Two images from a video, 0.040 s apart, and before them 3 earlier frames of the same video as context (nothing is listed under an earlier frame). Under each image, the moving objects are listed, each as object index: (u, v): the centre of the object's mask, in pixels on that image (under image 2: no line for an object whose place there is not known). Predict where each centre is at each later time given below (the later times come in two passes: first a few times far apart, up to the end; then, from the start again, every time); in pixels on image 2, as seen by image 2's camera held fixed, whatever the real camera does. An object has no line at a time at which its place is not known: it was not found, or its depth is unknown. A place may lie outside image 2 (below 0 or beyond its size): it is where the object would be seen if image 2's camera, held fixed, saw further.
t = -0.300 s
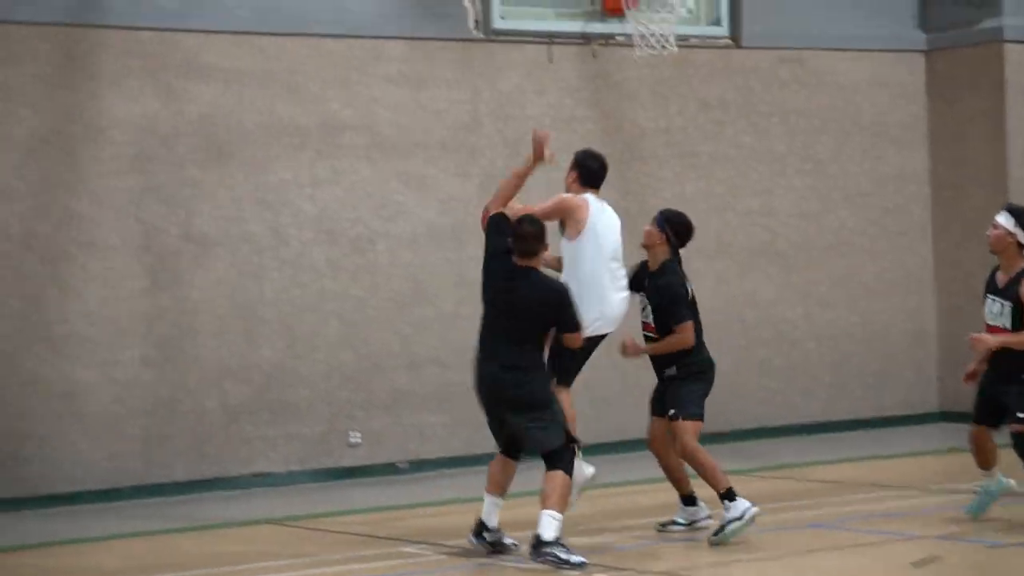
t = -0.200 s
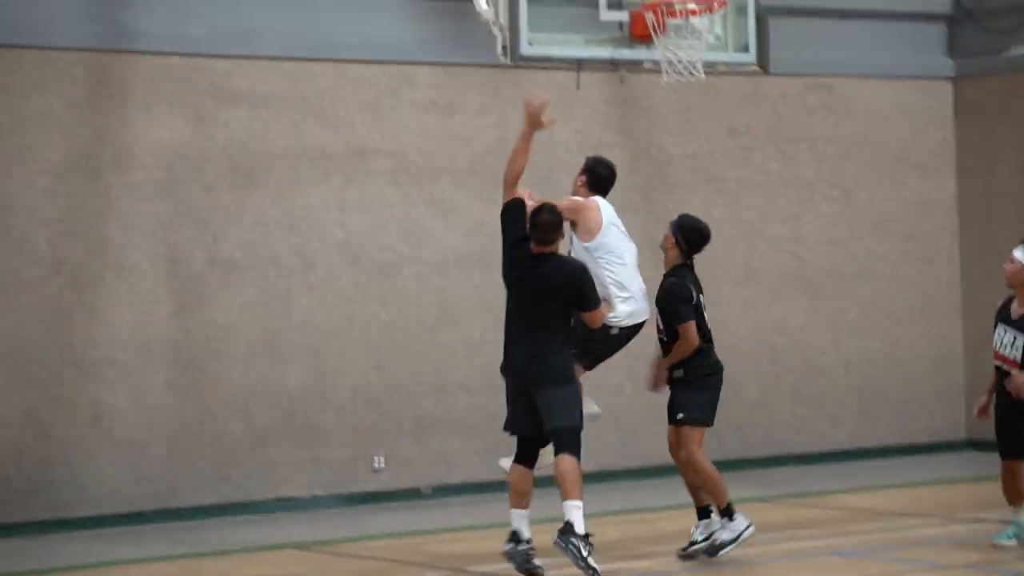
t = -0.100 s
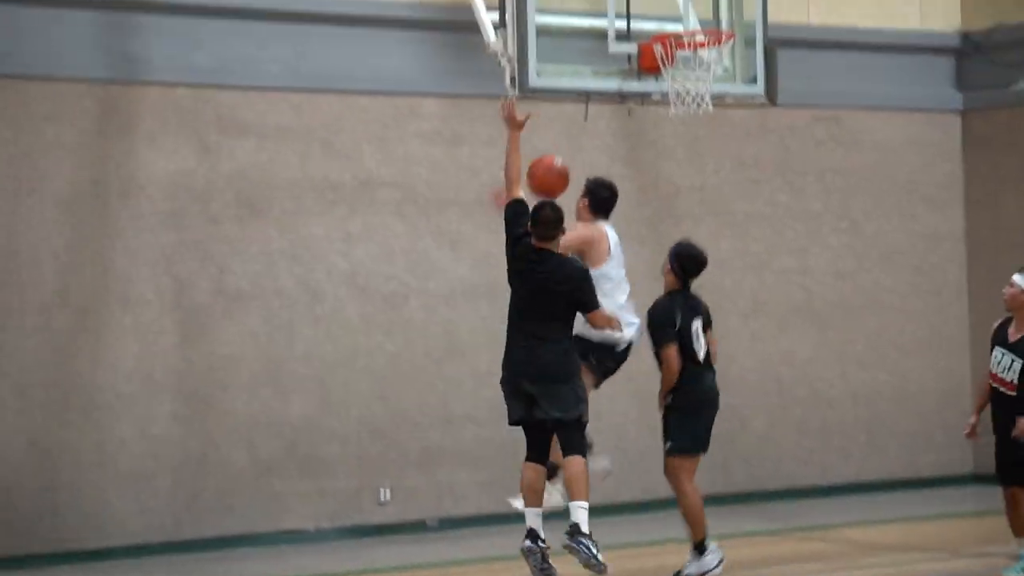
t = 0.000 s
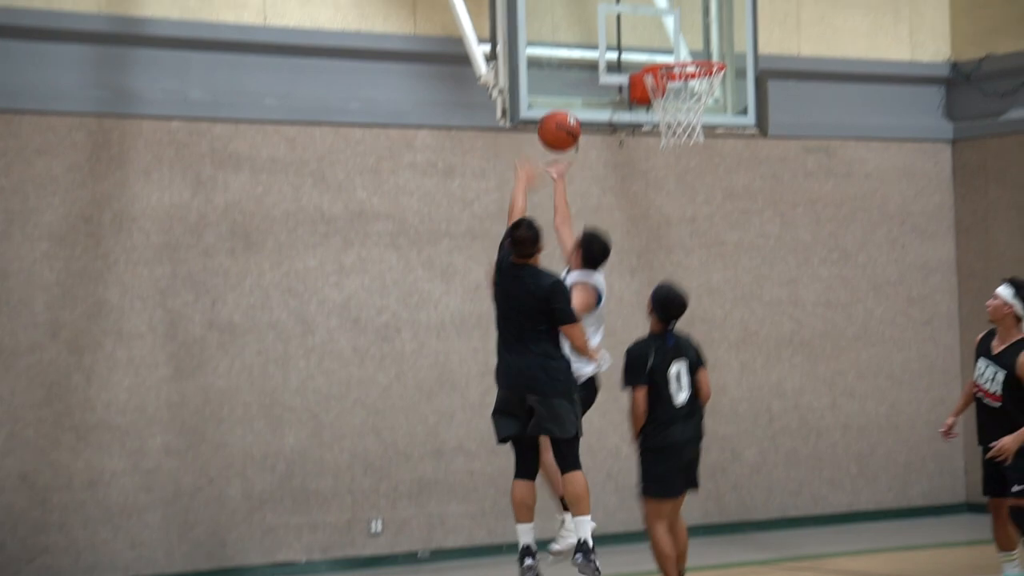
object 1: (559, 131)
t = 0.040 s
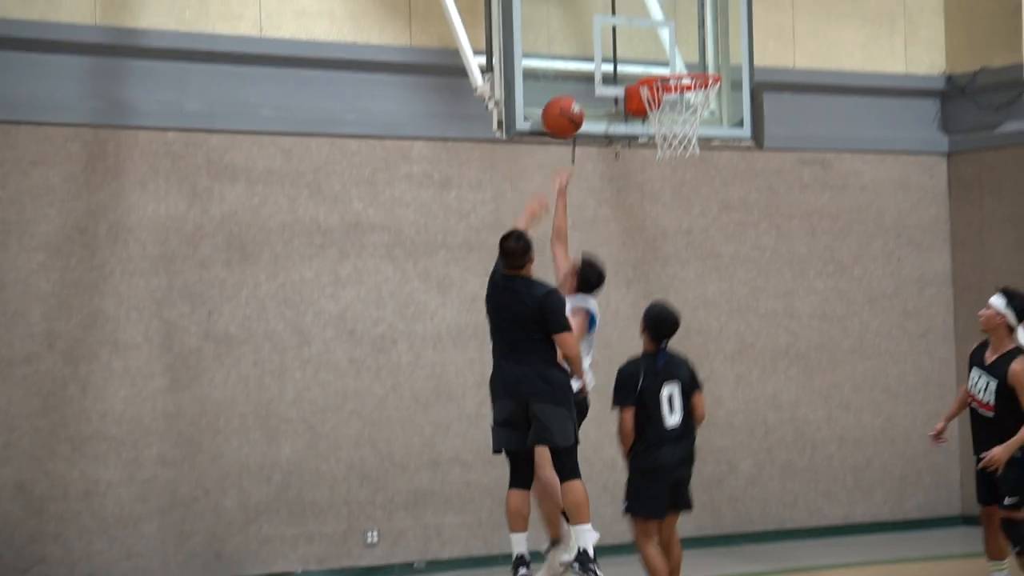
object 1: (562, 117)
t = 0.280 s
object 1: (630, 58)
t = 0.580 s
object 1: (689, 100)
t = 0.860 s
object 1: (712, 192)
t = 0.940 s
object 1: (717, 239)
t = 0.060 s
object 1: (566, 105)
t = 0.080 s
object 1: (571, 95)
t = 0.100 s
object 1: (577, 88)
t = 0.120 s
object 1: (582, 82)
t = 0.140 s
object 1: (588, 77)
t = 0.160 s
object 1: (594, 72)
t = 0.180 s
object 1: (600, 68)
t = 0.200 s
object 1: (606, 65)
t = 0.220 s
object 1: (612, 62)
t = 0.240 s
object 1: (618, 60)
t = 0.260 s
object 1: (624, 59)
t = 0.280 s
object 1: (630, 58)
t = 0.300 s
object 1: (636, 58)
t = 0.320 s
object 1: (641, 58)
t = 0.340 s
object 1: (645, 57)
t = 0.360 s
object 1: (648, 57)
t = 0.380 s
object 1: (651, 58)
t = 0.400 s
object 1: (655, 58)
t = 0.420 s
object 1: (659, 59)
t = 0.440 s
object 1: (663, 60)
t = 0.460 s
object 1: (666, 62)
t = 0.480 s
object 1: (671, 70)
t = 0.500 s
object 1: (675, 75)
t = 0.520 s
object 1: (678, 81)
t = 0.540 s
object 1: (681, 87)
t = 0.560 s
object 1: (685, 95)
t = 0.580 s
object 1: (689, 100)
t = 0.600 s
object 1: (693, 109)
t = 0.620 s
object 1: (696, 116)
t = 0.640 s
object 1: (699, 122)
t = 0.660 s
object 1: (700, 126)
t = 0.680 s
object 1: (702, 131)
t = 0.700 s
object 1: (703, 136)
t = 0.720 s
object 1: (704, 143)
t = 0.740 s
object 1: (706, 146)
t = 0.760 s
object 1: (707, 152)
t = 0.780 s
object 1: (708, 158)
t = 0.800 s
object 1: (709, 165)
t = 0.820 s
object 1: (710, 174)
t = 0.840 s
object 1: (711, 183)
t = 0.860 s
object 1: (712, 192)
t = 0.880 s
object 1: (713, 202)
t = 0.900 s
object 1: (714, 214)
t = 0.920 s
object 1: (716, 227)
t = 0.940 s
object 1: (717, 239)
